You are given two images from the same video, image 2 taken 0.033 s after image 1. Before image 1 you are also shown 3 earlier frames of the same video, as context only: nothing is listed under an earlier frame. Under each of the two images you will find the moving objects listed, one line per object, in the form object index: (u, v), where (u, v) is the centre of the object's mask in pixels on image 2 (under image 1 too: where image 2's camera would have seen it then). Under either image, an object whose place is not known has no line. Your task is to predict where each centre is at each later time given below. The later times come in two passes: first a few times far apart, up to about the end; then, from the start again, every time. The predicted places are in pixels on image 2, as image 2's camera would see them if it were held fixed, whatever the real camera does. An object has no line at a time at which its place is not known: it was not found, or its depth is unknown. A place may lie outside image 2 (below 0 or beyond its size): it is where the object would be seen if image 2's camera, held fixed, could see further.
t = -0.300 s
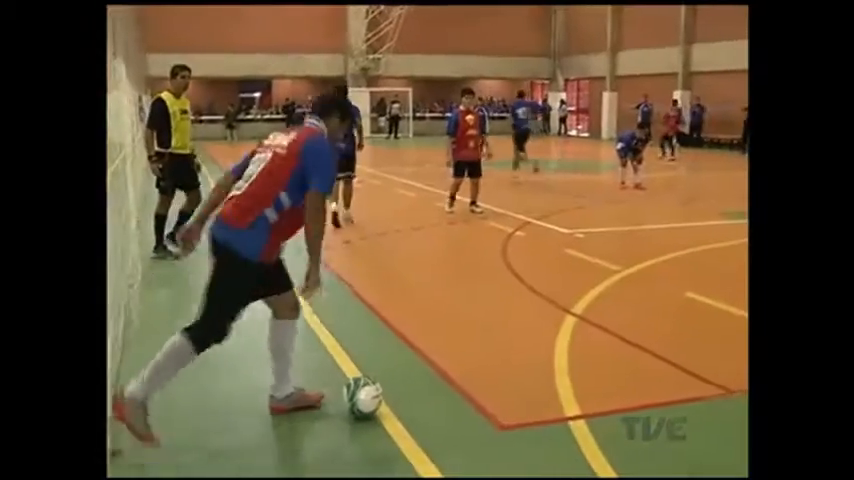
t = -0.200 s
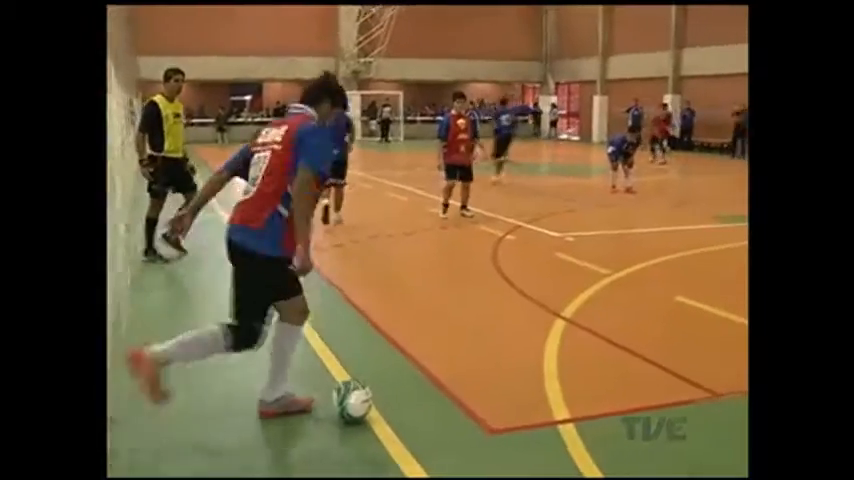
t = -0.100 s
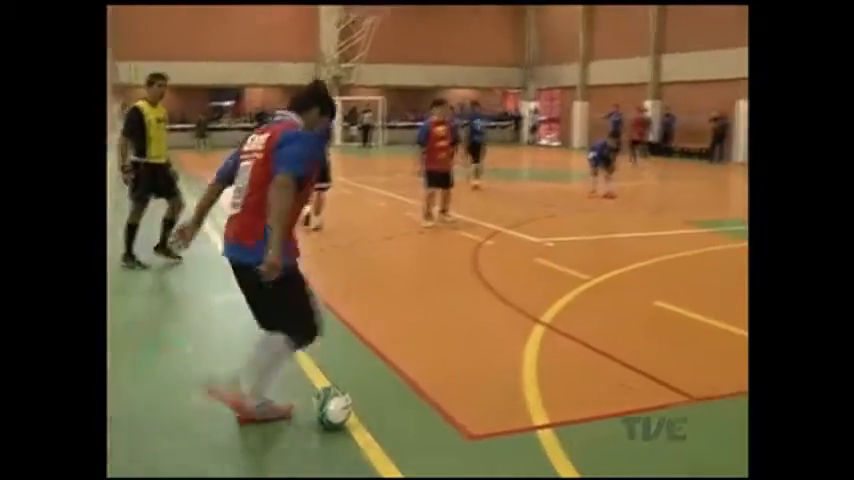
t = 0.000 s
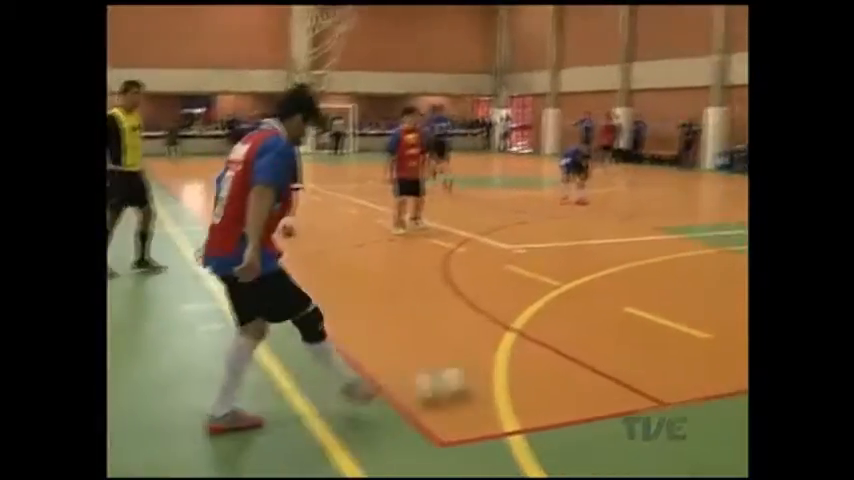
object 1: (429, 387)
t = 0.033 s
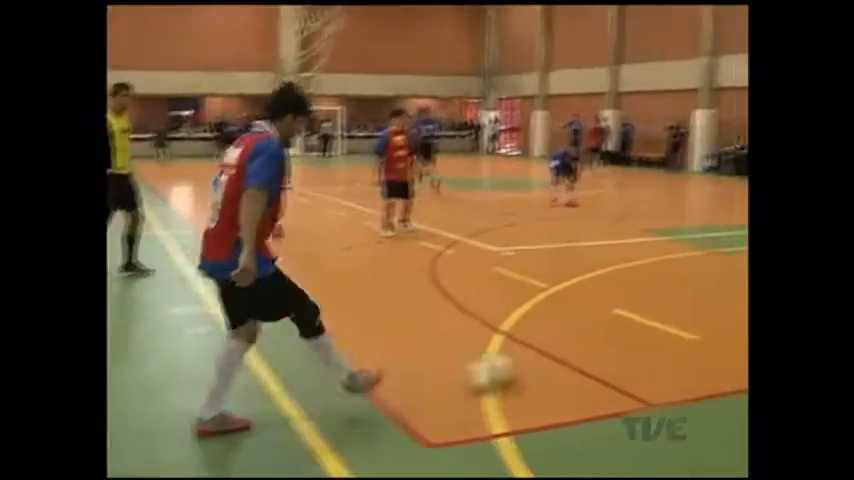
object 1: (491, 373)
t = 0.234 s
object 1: (731, 313)
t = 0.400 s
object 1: (844, 285)
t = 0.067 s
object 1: (544, 358)
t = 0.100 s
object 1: (590, 348)
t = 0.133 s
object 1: (632, 338)
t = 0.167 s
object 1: (669, 329)
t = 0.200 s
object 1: (702, 321)
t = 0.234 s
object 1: (731, 313)
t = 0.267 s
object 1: (759, 307)
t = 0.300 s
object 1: (784, 301)
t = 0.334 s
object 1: (805, 296)
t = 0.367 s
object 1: (825, 289)
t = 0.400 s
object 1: (844, 285)
